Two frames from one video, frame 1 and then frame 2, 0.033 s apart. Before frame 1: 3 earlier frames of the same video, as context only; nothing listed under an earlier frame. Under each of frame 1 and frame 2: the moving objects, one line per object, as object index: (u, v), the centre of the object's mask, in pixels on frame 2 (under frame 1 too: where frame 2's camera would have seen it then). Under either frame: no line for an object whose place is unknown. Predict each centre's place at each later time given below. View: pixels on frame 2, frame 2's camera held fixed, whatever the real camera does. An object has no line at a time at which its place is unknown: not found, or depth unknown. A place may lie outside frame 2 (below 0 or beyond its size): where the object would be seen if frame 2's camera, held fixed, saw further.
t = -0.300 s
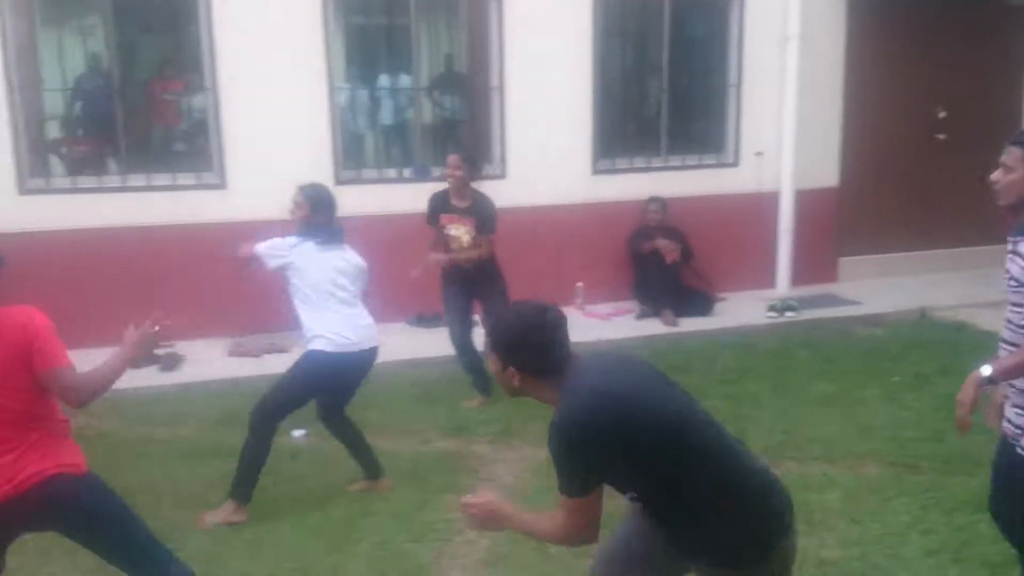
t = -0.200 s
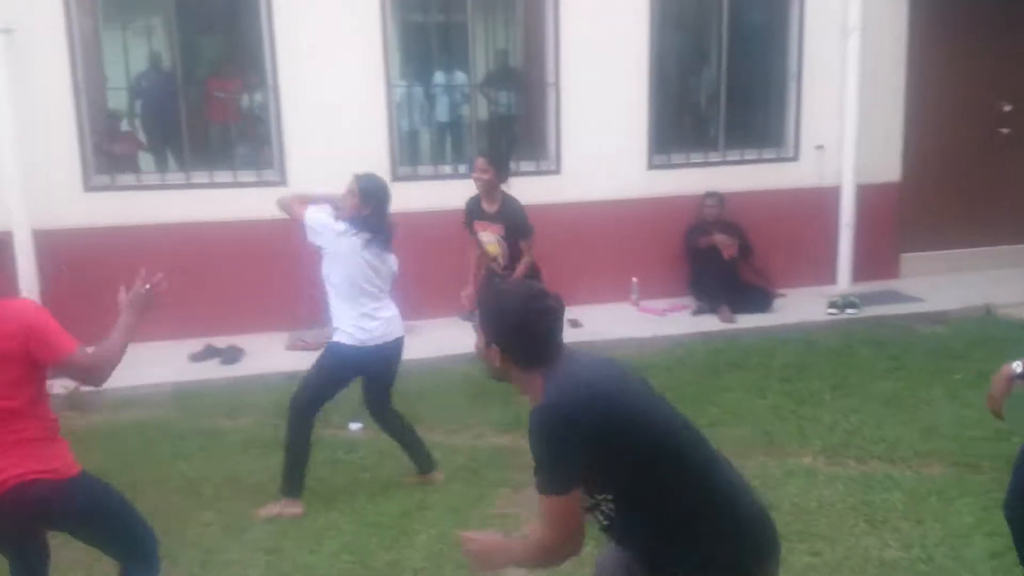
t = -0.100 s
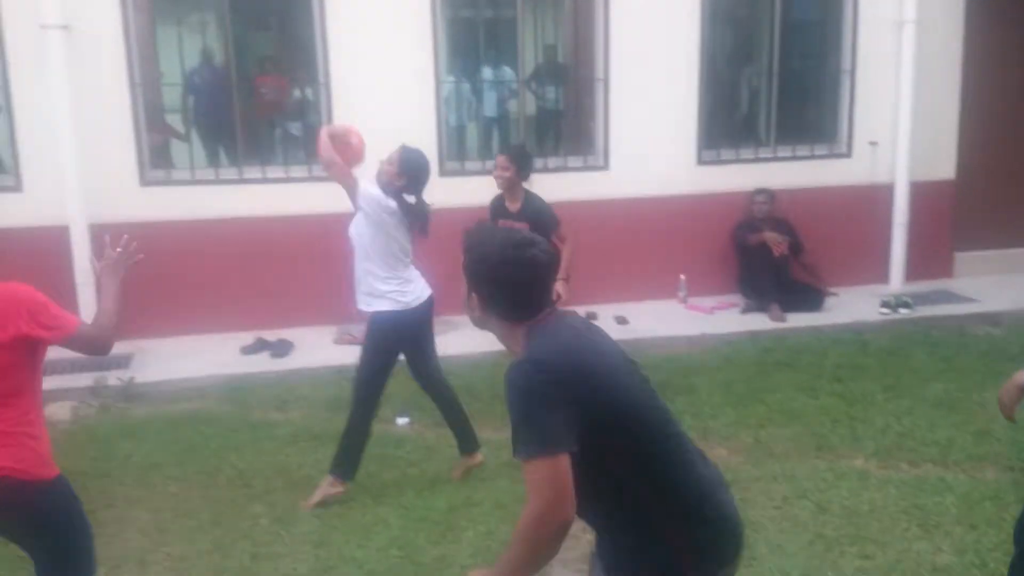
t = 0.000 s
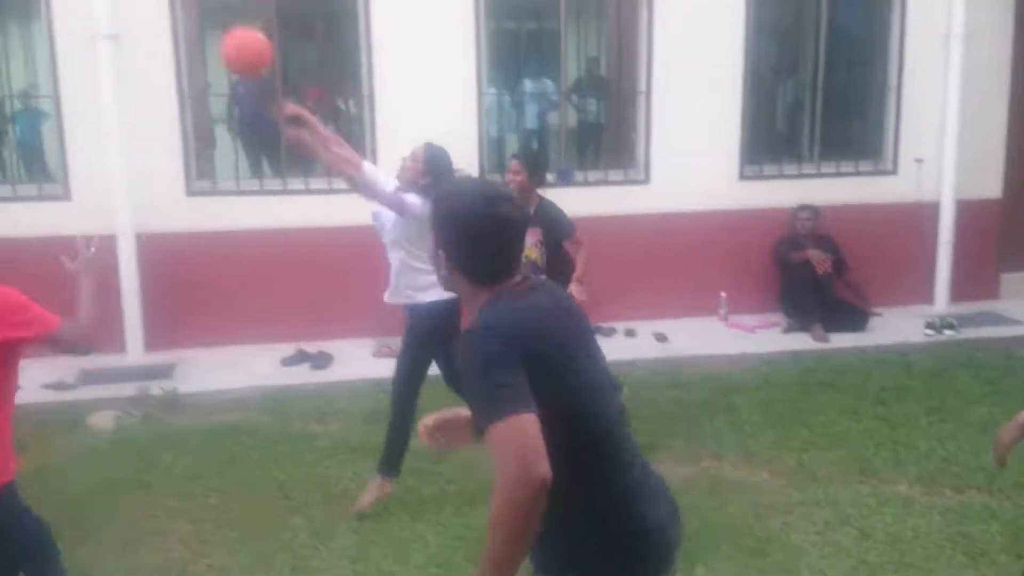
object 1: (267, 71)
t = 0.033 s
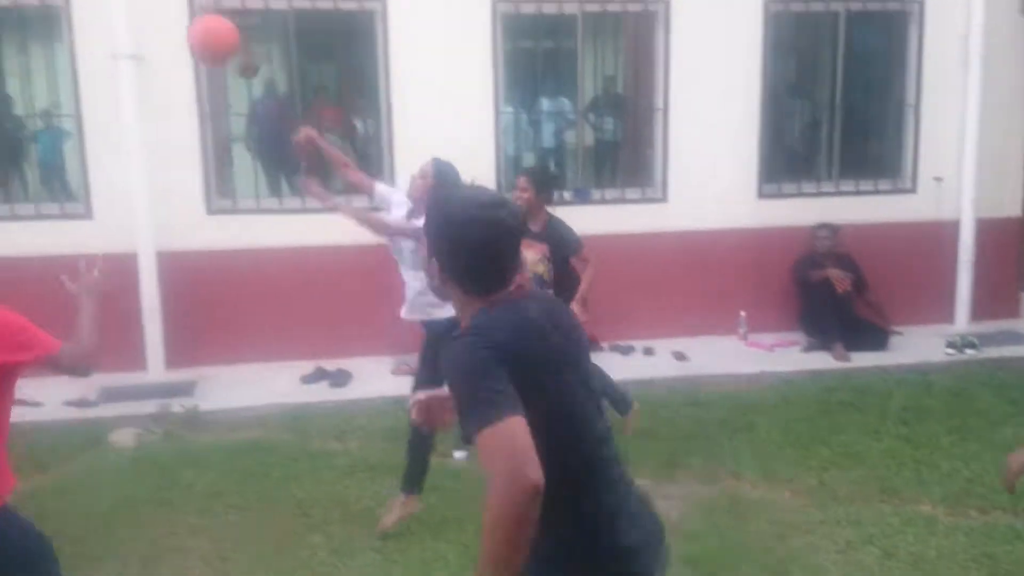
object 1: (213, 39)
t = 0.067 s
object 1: (158, 12)
